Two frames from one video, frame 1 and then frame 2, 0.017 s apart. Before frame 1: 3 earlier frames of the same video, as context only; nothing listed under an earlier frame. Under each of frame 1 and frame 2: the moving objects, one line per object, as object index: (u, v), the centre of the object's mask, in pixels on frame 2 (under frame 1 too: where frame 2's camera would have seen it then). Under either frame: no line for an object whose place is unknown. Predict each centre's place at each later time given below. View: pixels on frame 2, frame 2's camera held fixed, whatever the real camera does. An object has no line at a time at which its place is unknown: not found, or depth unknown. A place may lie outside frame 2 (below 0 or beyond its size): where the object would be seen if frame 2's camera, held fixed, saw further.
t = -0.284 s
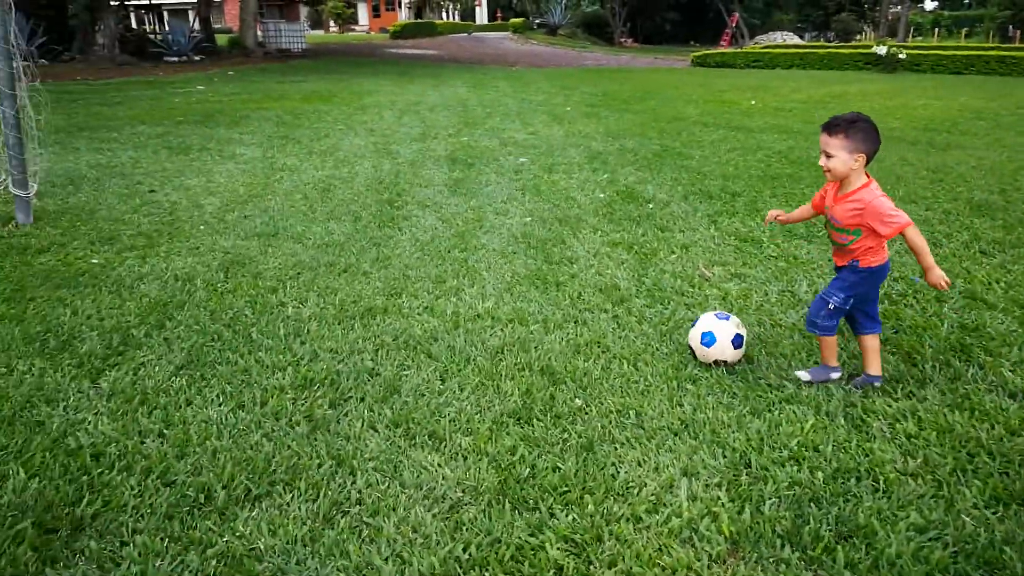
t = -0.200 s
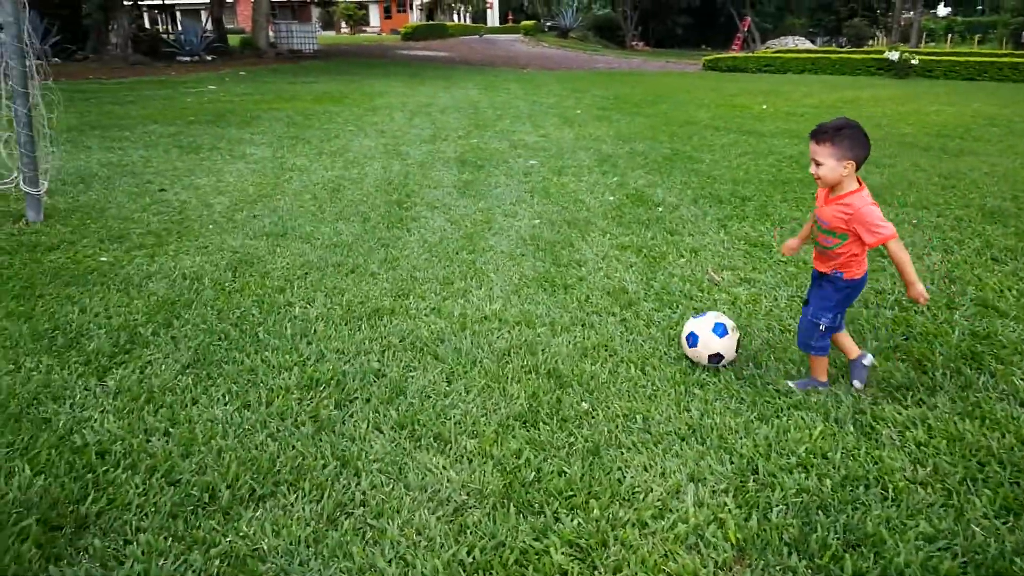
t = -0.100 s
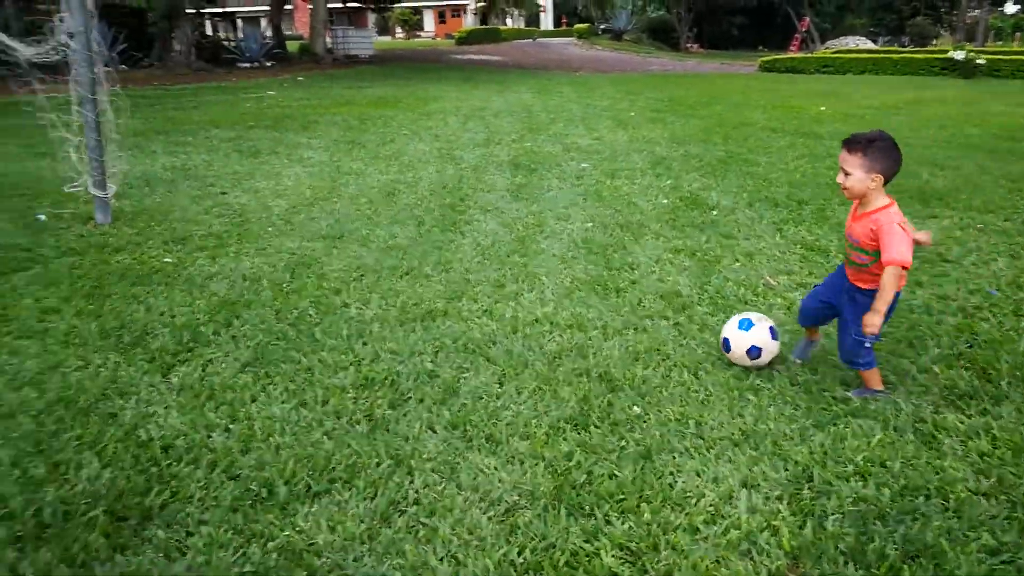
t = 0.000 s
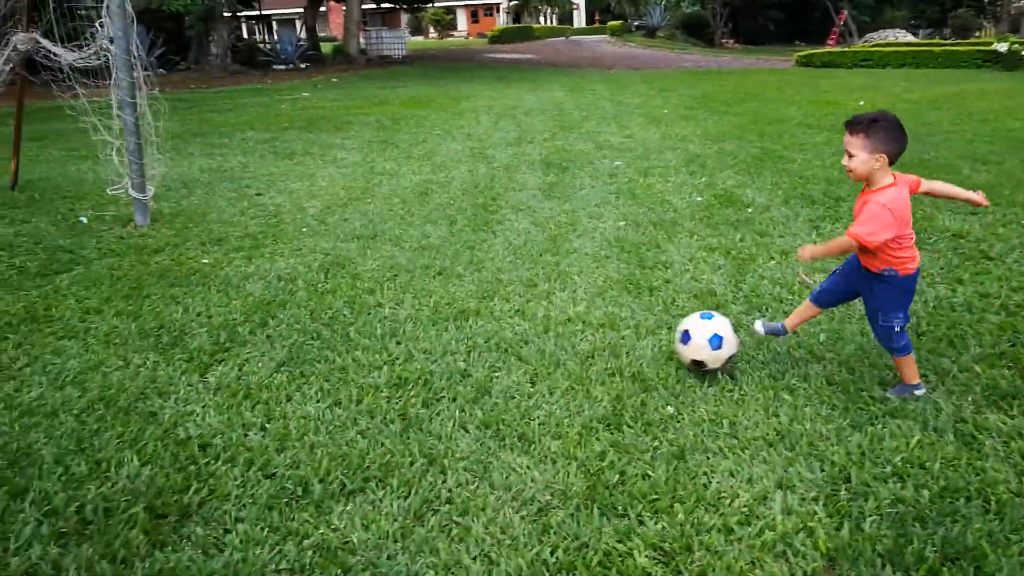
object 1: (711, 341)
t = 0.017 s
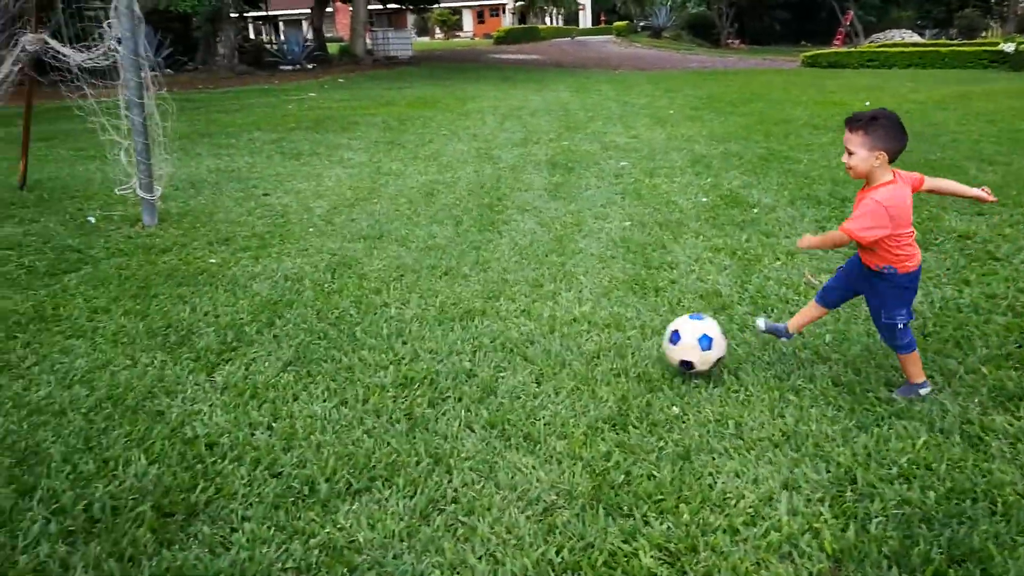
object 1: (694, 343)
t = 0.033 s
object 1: (677, 346)
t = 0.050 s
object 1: (660, 349)
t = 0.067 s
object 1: (642, 354)
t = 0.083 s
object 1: (625, 357)
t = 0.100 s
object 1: (608, 362)
